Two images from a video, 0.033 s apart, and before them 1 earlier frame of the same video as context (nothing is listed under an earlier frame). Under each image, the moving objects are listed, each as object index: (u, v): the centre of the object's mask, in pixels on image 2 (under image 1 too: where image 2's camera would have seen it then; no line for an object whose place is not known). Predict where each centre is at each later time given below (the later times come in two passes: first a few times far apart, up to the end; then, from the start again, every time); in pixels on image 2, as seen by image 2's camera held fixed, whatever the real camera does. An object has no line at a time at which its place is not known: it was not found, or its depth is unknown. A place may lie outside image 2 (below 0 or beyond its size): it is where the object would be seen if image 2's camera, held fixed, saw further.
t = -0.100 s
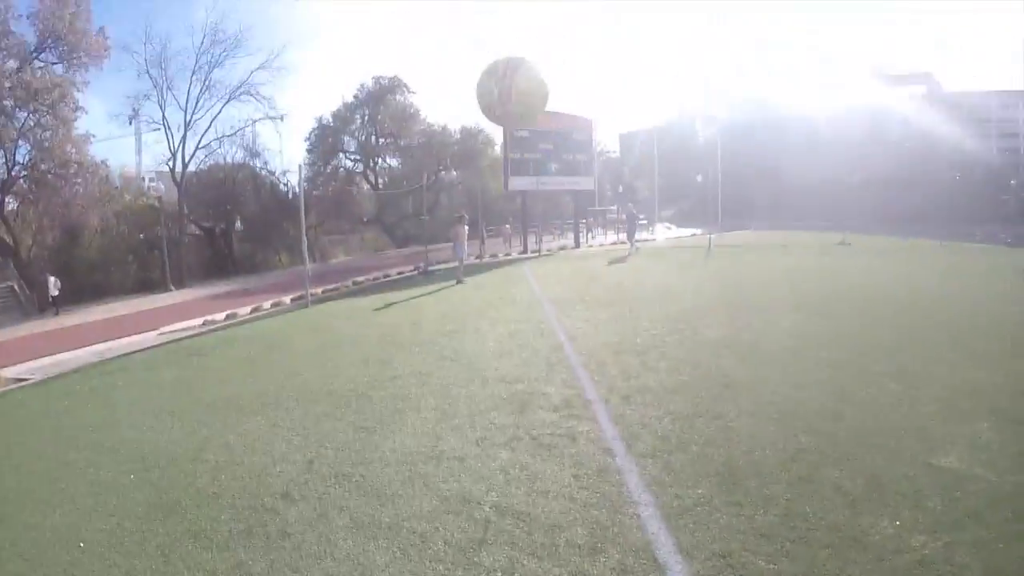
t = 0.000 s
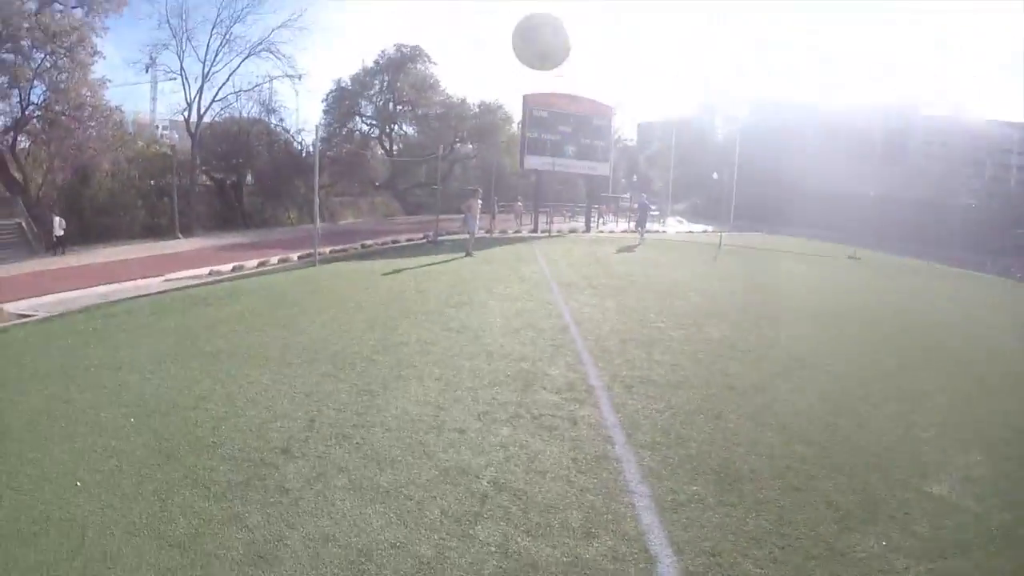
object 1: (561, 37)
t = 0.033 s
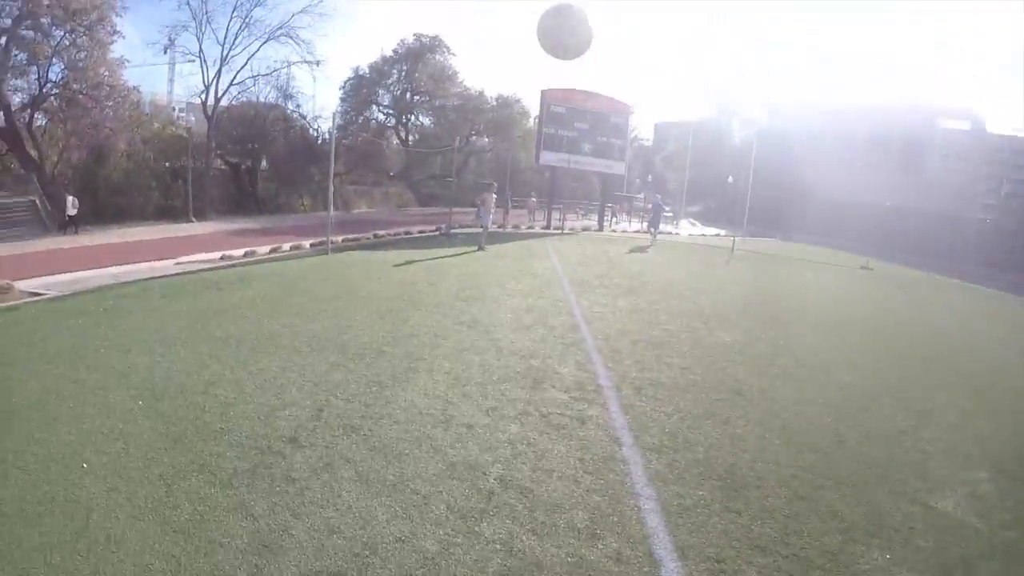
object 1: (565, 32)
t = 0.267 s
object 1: (572, 52)
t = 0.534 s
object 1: (550, 167)
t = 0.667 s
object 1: (536, 237)
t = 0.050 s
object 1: (566, 30)
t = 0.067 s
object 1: (568, 28)
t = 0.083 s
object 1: (569, 27)
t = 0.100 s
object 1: (569, 27)
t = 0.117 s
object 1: (570, 27)
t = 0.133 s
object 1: (571, 29)
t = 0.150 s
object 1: (572, 31)
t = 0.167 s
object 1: (573, 32)
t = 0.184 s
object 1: (574, 33)
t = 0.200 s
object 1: (574, 35)
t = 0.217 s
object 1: (574, 39)
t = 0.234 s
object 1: (573, 43)
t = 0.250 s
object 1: (573, 47)
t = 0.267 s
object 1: (572, 52)
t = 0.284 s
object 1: (572, 57)
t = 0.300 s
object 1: (572, 62)
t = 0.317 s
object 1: (571, 69)
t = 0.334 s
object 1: (569, 76)
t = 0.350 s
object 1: (567, 83)
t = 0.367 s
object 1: (565, 91)
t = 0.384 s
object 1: (563, 100)
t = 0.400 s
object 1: (562, 107)
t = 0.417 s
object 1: (561, 112)
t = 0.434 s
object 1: (559, 120)
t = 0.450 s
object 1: (558, 127)
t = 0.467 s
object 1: (557, 135)
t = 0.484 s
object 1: (555, 143)
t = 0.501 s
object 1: (553, 152)
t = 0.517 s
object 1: (550, 159)
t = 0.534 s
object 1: (550, 167)
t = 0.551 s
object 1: (549, 173)
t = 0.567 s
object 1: (547, 181)
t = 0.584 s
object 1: (546, 186)
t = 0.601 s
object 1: (546, 197)
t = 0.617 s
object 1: (544, 207)
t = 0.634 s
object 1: (540, 216)
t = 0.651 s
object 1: (538, 227)
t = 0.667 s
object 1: (536, 237)
